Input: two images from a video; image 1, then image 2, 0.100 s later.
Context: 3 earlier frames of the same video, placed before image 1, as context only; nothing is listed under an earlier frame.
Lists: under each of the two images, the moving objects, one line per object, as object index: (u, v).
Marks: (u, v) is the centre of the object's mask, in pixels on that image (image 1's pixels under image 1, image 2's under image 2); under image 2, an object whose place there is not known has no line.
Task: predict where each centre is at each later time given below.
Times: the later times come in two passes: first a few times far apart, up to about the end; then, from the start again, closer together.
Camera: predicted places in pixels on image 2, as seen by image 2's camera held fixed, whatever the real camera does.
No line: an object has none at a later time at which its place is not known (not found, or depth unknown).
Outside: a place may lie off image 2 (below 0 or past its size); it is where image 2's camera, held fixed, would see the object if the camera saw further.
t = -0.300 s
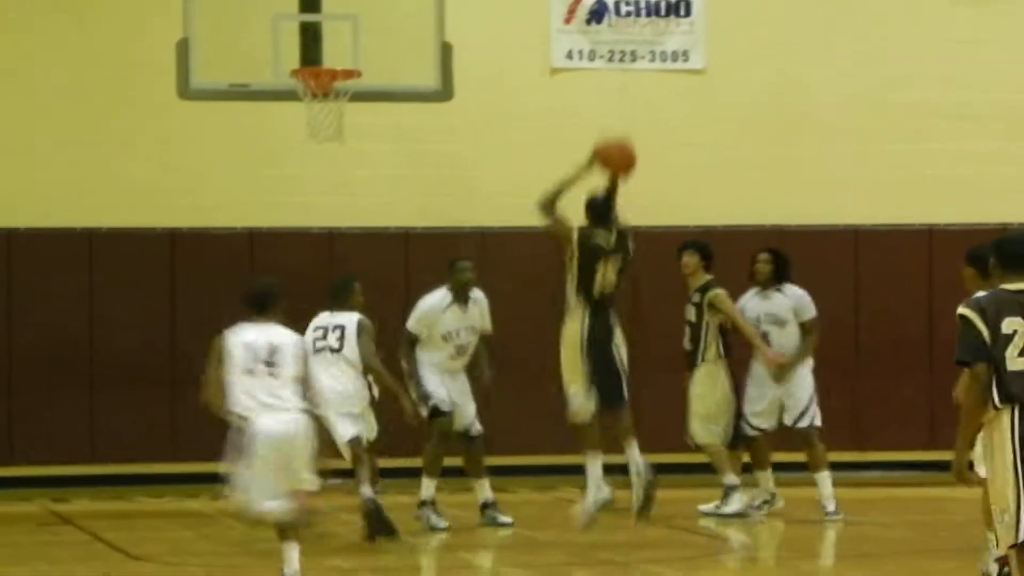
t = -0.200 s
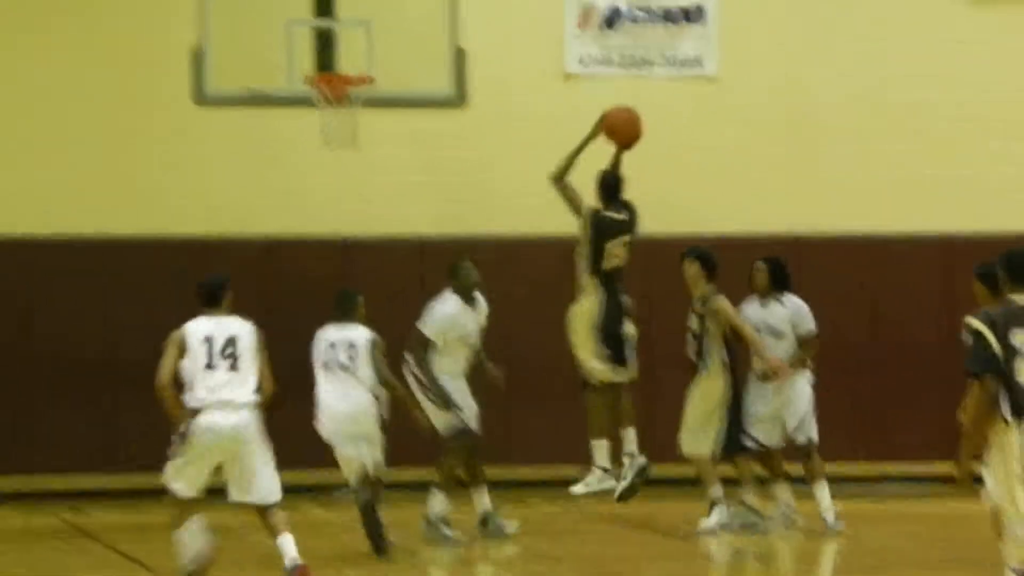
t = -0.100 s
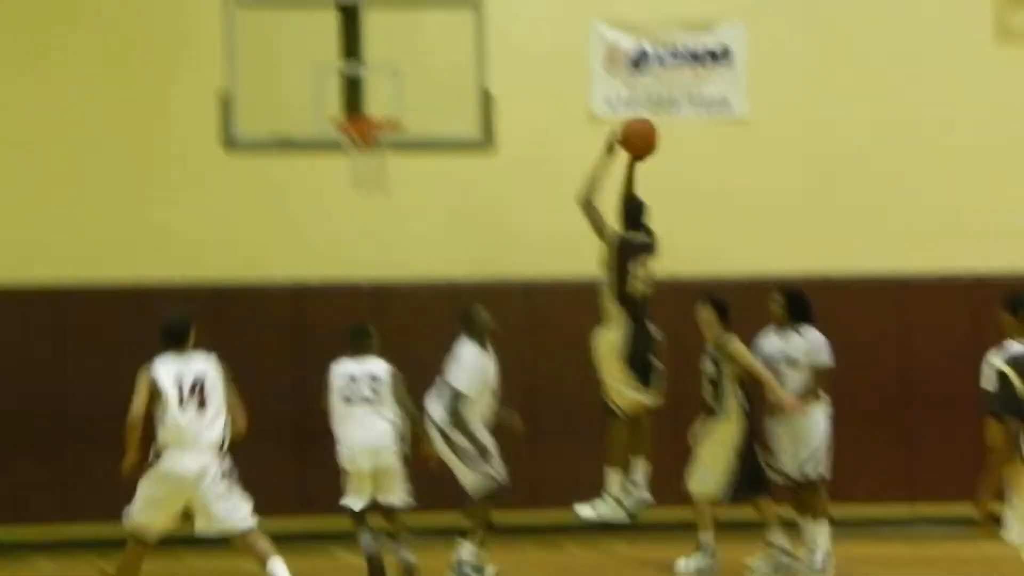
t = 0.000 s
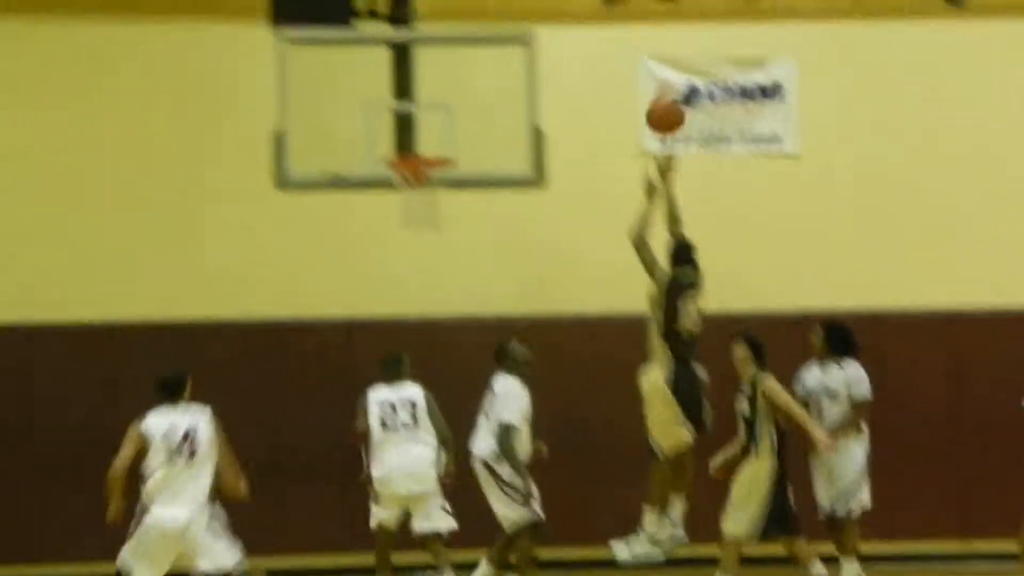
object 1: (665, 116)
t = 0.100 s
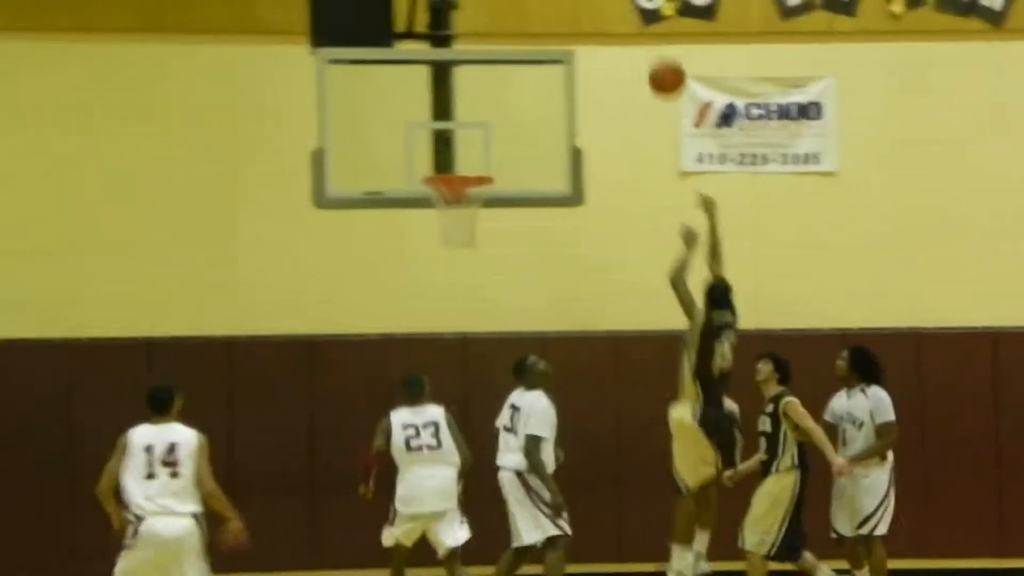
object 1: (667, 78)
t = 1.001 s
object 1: (457, 96)
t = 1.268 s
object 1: (501, 6)
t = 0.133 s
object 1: (654, 63)
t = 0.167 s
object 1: (642, 49)
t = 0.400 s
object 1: (568, 7)
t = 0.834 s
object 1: (449, 140)
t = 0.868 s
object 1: (442, 158)
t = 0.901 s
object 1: (442, 156)
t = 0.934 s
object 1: (447, 131)
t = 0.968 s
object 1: (453, 113)
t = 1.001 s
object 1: (457, 96)
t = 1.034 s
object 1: (463, 77)
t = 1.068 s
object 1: (468, 64)
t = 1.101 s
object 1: (472, 50)
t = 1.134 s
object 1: (478, 37)
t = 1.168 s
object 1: (484, 27)
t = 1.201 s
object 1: (489, 18)
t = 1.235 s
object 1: (495, 11)
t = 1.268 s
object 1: (501, 6)
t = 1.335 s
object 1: (512, -2)
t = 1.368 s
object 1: (517, -4)
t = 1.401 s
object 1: (523, -2)
